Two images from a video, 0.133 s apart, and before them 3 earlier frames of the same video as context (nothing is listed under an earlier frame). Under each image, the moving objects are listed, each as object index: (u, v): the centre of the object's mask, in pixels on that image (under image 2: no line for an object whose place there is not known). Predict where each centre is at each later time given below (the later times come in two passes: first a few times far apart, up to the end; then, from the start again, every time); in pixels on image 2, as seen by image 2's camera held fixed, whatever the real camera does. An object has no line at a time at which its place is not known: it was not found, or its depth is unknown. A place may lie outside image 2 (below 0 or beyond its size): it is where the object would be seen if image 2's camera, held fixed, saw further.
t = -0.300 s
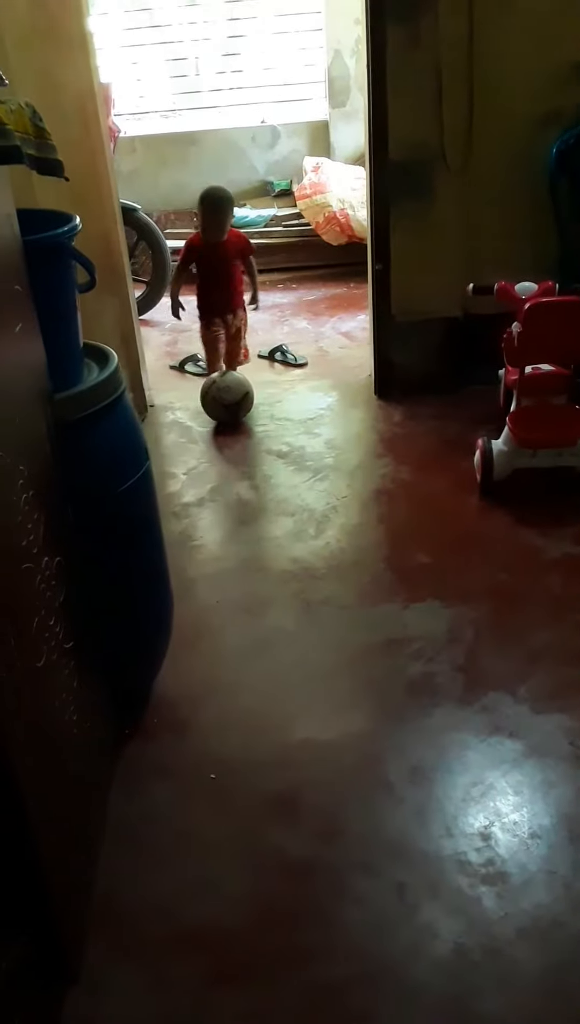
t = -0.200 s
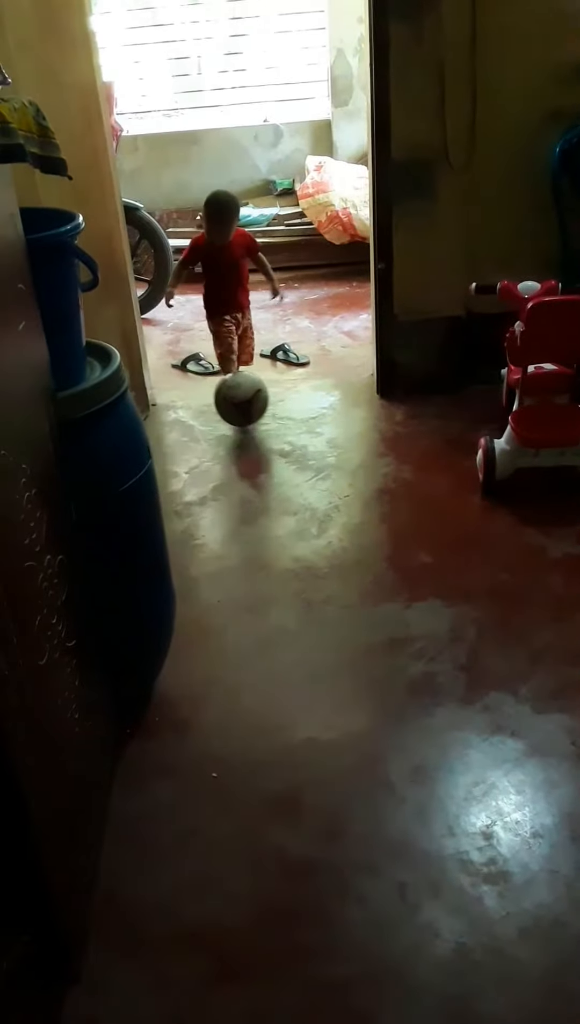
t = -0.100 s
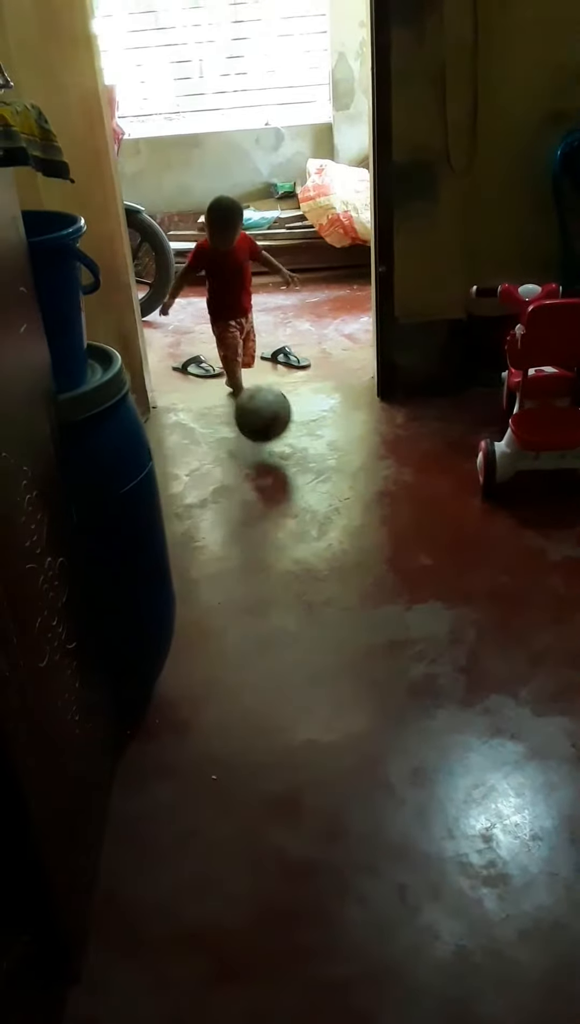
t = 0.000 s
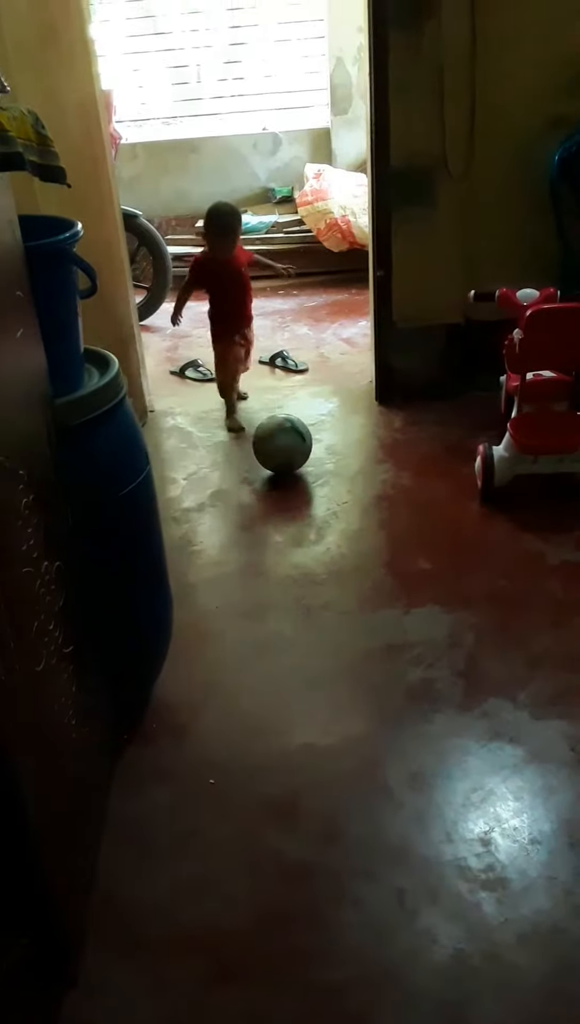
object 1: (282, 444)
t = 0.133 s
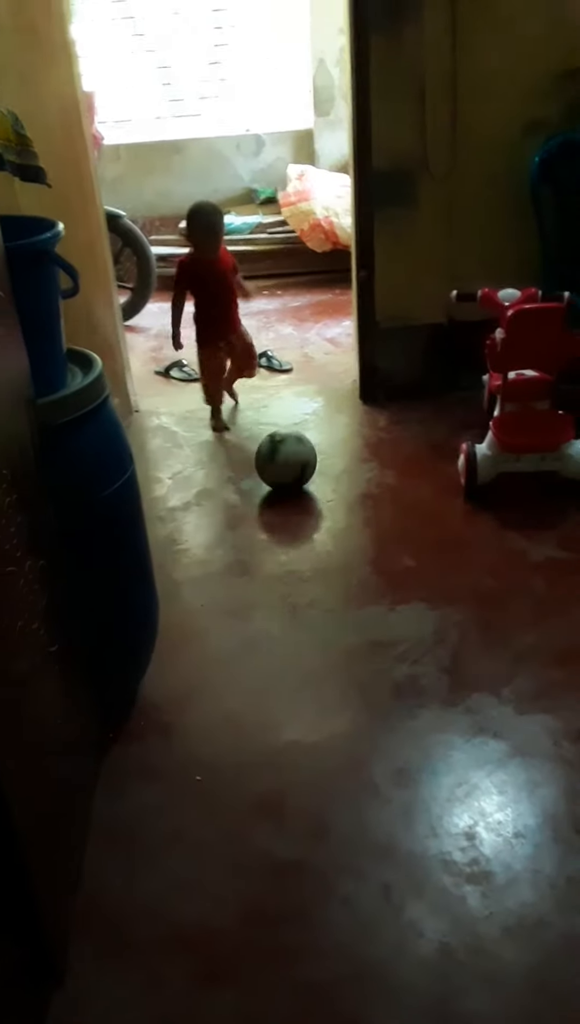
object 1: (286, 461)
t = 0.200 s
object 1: (296, 468)
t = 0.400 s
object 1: (327, 493)
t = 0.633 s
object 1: (364, 524)
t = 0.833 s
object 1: (401, 553)
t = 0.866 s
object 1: (407, 558)
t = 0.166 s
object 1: (291, 463)
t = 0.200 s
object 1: (296, 468)
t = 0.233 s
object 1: (300, 472)
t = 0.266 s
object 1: (305, 476)
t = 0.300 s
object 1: (311, 481)
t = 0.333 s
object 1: (316, 484)
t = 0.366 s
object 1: (321, 488)
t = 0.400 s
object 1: (327, 493)
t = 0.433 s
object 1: (332, 498)
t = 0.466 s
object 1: (337, 501)
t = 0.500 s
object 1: (342, 506)
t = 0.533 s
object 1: (347, 511)
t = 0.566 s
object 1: (352, 515)
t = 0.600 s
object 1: (358, 519)
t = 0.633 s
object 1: (364, 524)
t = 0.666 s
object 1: (370, 529)
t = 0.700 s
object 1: (376, 535)
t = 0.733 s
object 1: (382, 538)
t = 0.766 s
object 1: (388, 543)
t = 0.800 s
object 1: (395, 548)
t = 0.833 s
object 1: (401, 553)
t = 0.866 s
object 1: (407, 558)
